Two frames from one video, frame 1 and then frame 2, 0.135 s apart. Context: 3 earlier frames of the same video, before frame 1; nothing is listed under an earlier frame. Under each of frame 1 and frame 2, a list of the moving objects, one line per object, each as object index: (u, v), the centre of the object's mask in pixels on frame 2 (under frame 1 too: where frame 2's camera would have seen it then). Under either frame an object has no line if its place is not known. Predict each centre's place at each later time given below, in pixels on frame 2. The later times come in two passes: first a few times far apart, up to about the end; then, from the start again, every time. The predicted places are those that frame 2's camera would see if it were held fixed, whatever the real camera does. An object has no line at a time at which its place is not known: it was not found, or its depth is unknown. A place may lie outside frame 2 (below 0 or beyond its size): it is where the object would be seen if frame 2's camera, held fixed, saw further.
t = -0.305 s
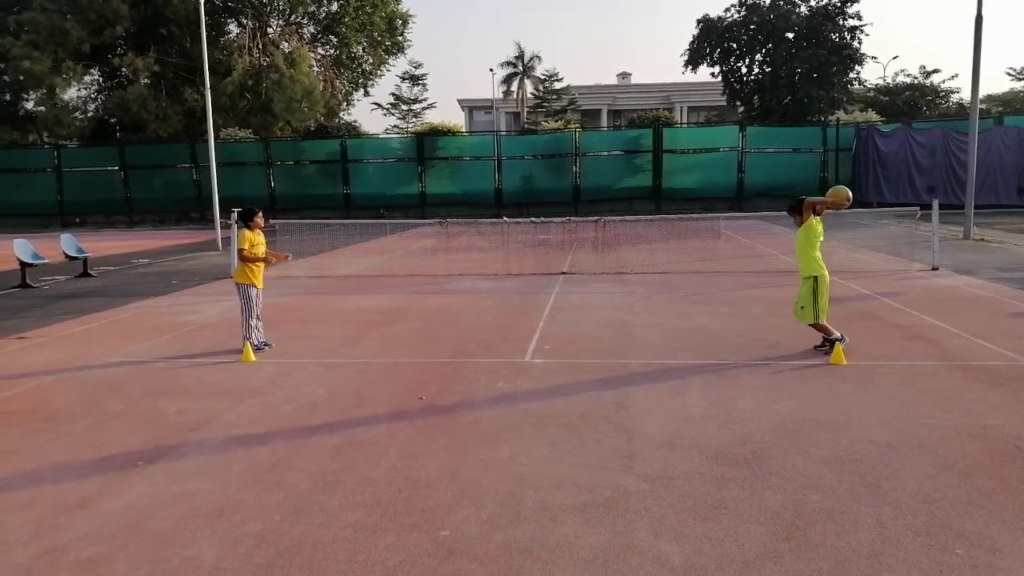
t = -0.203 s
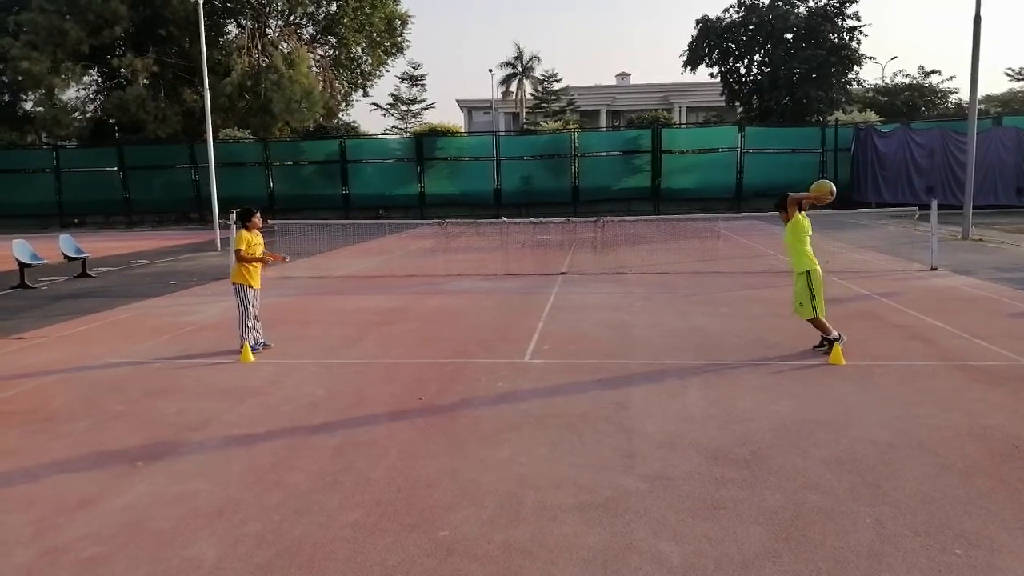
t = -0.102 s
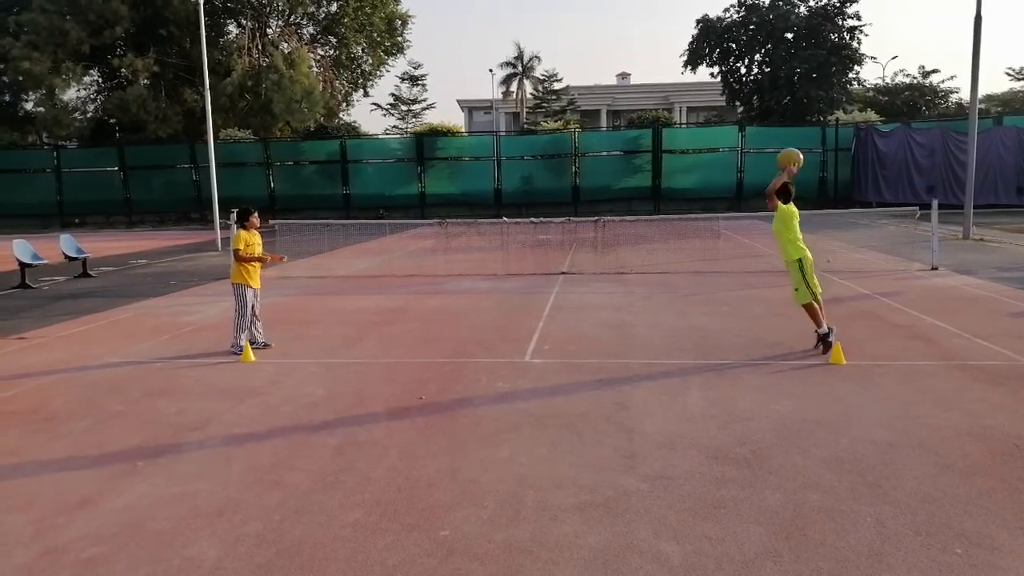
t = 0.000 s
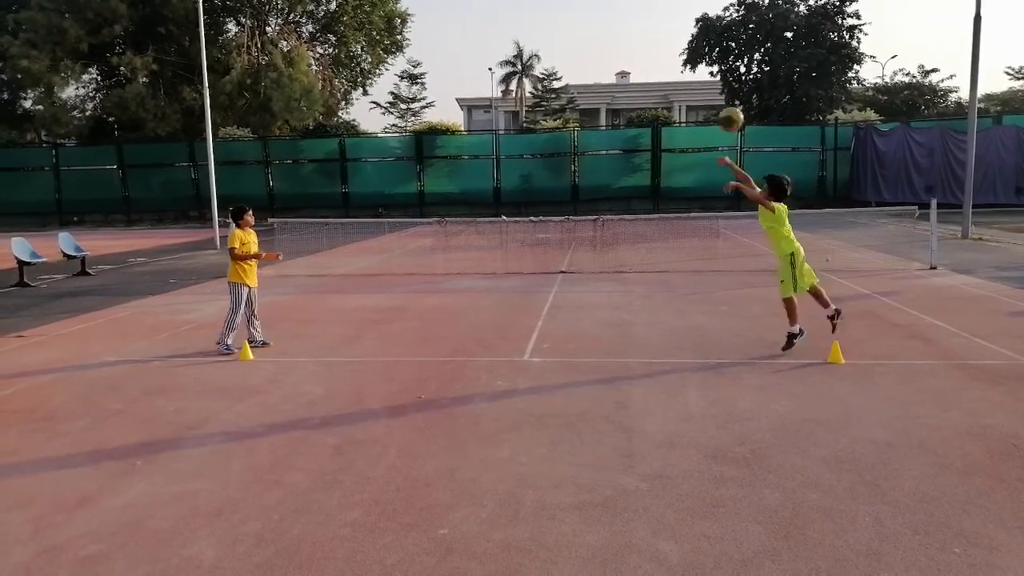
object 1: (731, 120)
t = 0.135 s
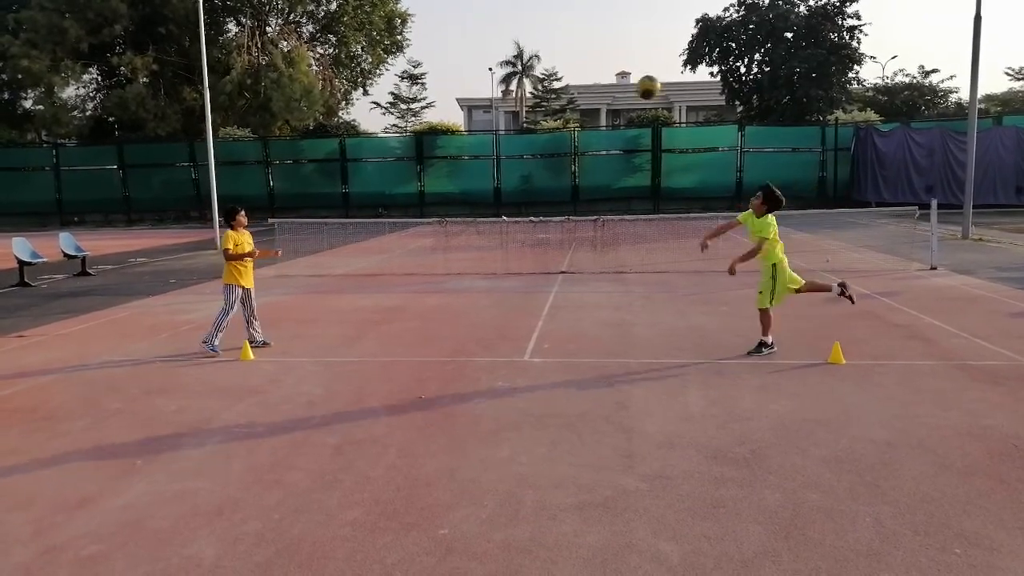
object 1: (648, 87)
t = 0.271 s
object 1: (566, 78)
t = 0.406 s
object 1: (486, 85)
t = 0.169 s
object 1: (626, 82)
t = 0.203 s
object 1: (606, 80)
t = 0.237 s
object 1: (586, 78)
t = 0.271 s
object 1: (566, 78)
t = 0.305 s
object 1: (545, 78)
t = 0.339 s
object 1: (525, 80)
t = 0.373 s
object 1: (505, 82)
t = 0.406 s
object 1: (486, 85)
